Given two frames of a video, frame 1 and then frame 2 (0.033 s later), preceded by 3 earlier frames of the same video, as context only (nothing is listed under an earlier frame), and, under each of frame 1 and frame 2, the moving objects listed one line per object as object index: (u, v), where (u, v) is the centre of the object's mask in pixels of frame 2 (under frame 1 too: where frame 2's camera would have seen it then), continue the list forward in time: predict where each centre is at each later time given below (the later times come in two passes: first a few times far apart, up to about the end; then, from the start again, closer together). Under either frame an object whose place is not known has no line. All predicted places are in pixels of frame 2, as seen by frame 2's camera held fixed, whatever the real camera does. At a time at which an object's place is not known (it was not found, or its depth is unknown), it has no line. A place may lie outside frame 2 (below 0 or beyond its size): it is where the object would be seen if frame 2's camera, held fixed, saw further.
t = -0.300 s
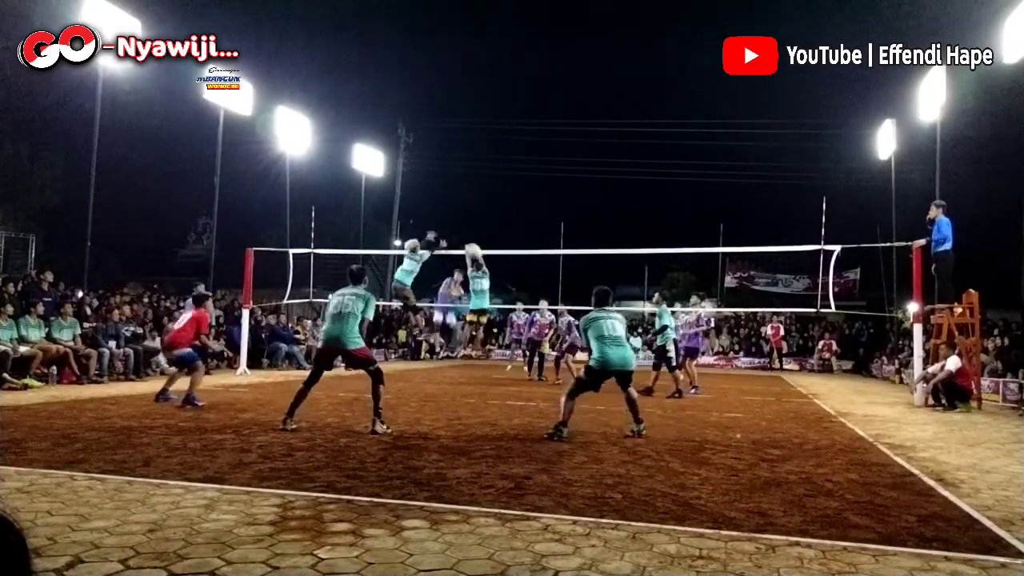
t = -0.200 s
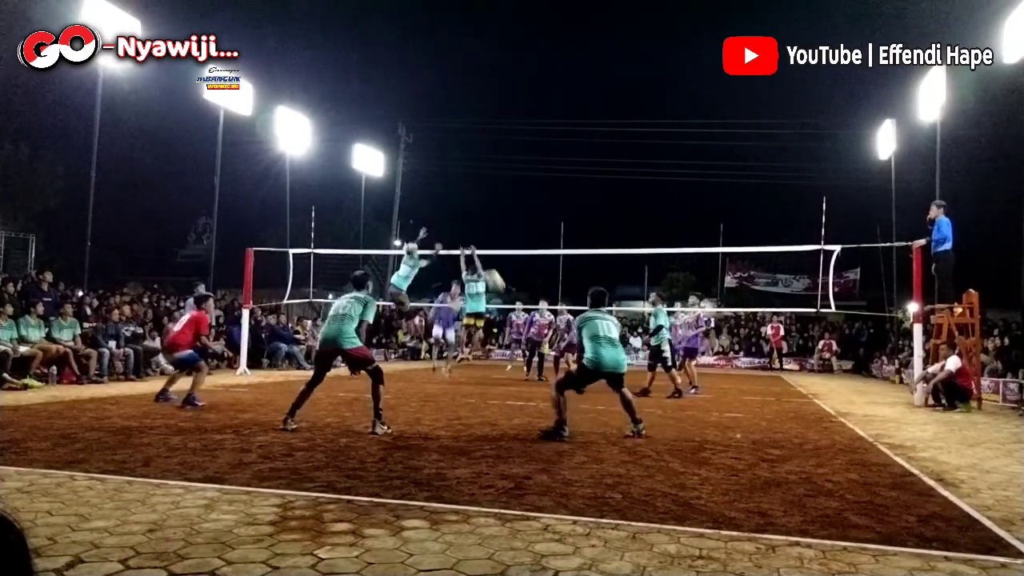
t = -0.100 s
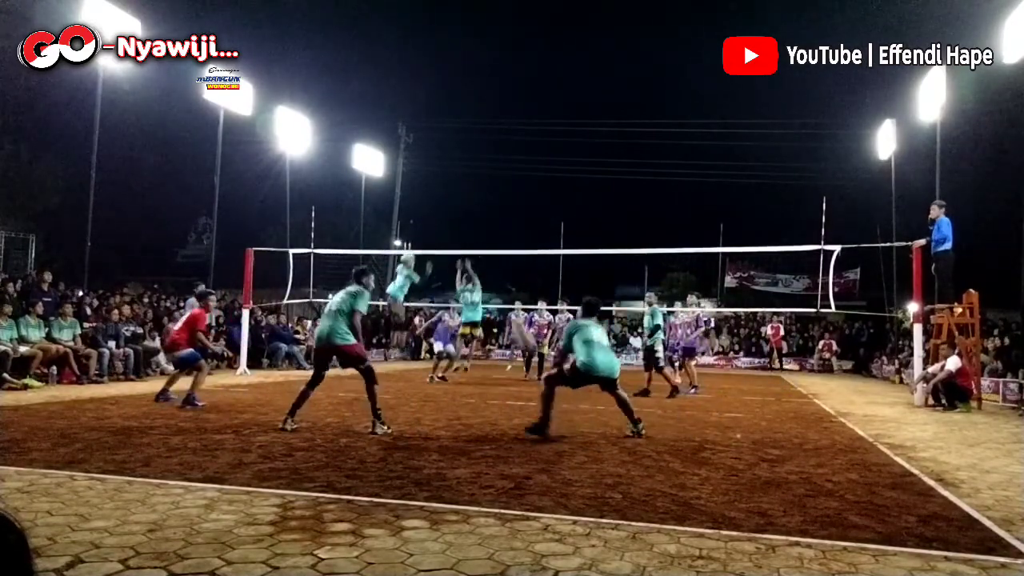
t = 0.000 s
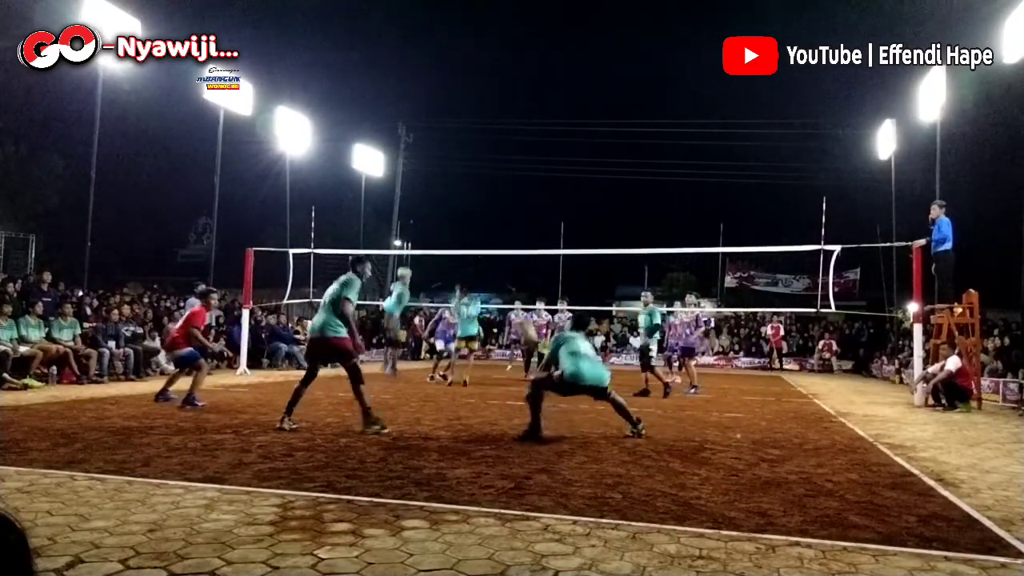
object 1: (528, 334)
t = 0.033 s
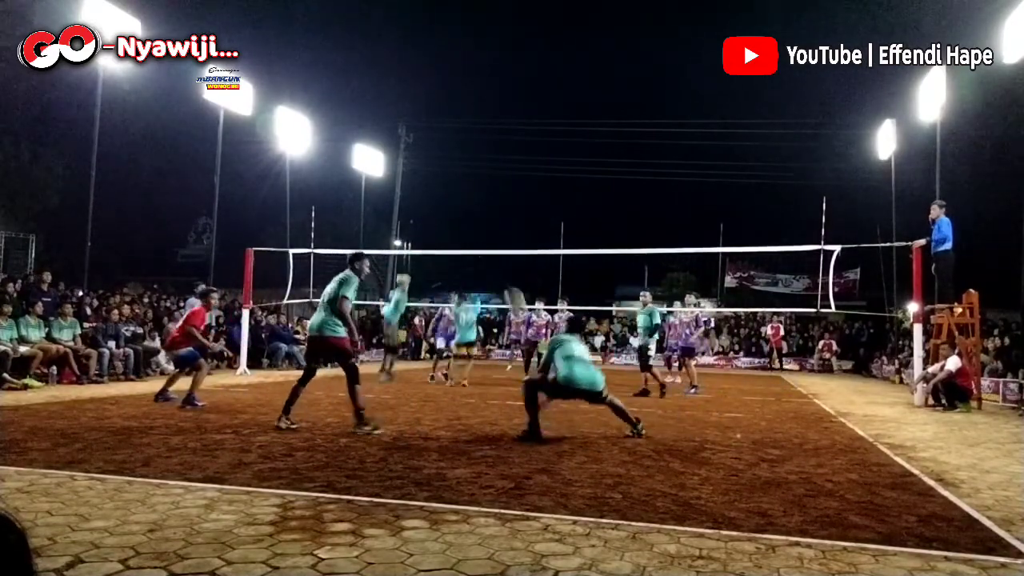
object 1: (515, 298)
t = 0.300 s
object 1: (469, 185)
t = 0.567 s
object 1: (436, 144)
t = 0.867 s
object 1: (408, 156)
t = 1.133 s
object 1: (389, 200)
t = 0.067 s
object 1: (508, 281)
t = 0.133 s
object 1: (496, 247)
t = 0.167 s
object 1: (489, 231)
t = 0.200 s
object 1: (484, 218)
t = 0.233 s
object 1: (478, 206)
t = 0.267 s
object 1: (473, 195)
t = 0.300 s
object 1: (469, 185)
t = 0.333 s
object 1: (464, 176)
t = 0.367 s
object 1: (460, 168)
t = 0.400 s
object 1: (456, 162)
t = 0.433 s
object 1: (451, 157)
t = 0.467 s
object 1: (447, 153)
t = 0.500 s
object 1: (444, 149)
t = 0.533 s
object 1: (440, 146)
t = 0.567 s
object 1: (436, 144)
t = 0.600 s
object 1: (433, 143)
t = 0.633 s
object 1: (430, 142)
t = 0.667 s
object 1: (426, 143)
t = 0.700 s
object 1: (423, 143)
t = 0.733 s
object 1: (420, 145)
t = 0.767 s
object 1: (417, 147)
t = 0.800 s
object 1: (414, 149)
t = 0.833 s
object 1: (411, 152)
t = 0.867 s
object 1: (408, 156)
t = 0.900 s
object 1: (406, 160)
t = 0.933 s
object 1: (403, 165)
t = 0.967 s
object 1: (401, 169)
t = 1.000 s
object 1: (399, 174)
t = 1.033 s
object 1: (396, 181)
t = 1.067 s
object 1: (393, 187)
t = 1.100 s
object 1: (391, 194)
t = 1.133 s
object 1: (389, 200)
